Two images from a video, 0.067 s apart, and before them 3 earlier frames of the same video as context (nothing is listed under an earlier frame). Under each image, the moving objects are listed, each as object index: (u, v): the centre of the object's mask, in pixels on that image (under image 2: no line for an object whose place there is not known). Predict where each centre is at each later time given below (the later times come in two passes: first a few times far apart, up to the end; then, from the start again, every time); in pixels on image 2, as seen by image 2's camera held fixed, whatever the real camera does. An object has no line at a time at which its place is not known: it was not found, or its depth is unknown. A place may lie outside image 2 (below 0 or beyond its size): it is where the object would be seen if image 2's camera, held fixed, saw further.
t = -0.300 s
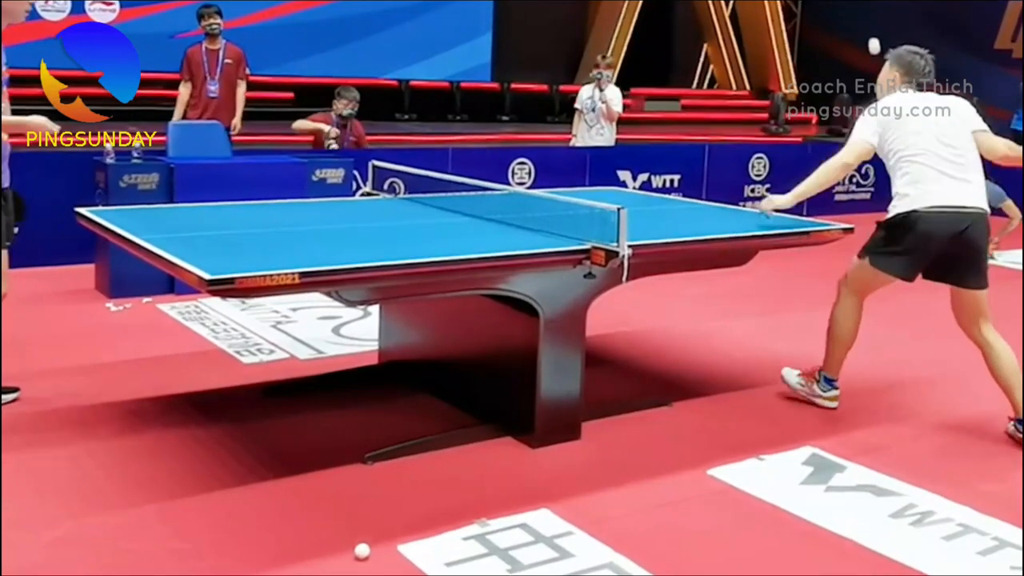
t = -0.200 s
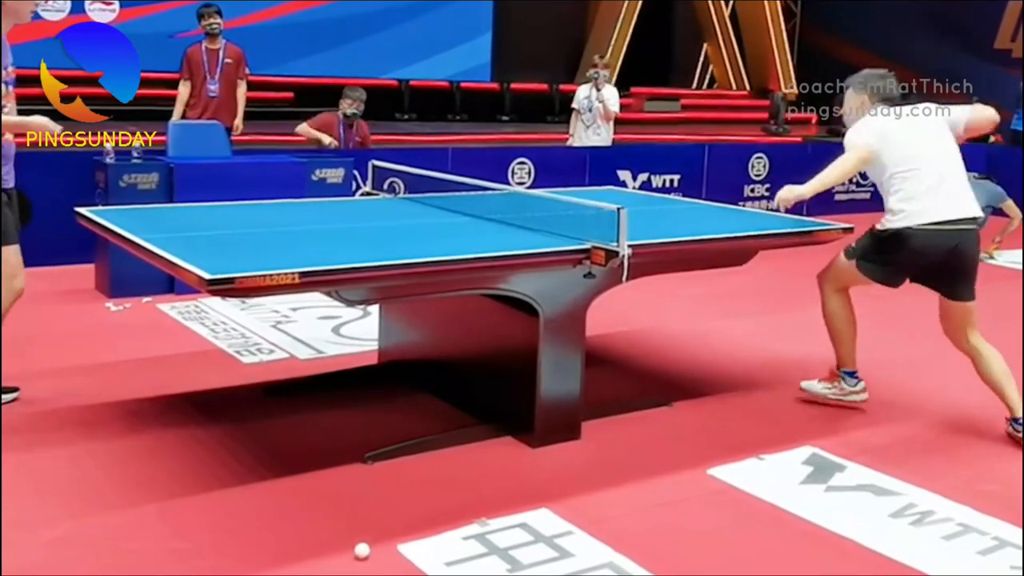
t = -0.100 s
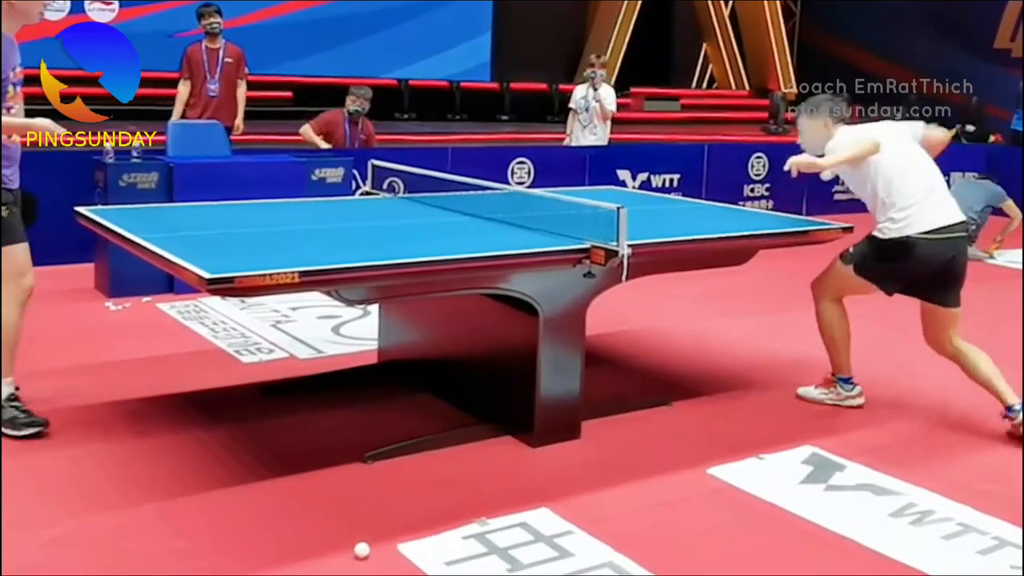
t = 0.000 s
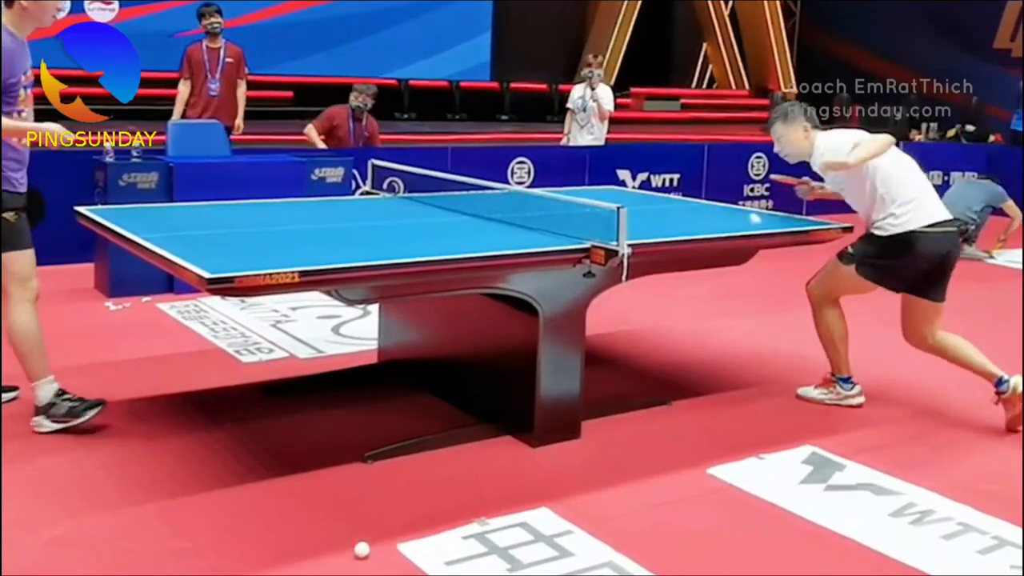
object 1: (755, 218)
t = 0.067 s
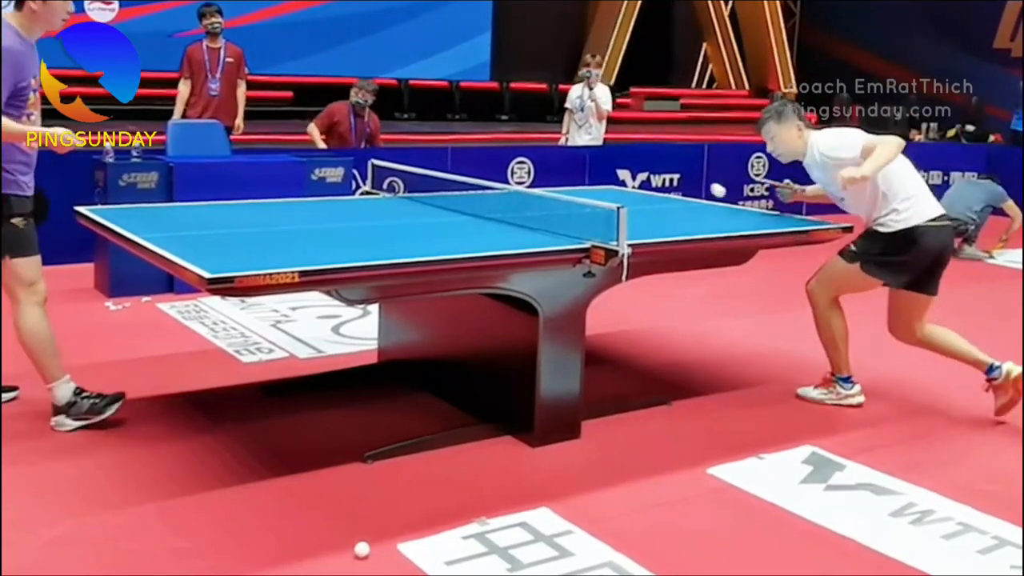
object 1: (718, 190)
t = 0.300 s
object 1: (580, 170)
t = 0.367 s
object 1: (541, 187)
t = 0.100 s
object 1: (699, 179)
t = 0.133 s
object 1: (680, 171)
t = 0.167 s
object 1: (661, 165)
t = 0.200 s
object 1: (641, 162)
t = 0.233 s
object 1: (621, 162)
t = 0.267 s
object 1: (601, 164)
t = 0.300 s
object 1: (580, 170)
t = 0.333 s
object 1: (560, 178)
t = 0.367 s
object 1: (541, 187)
